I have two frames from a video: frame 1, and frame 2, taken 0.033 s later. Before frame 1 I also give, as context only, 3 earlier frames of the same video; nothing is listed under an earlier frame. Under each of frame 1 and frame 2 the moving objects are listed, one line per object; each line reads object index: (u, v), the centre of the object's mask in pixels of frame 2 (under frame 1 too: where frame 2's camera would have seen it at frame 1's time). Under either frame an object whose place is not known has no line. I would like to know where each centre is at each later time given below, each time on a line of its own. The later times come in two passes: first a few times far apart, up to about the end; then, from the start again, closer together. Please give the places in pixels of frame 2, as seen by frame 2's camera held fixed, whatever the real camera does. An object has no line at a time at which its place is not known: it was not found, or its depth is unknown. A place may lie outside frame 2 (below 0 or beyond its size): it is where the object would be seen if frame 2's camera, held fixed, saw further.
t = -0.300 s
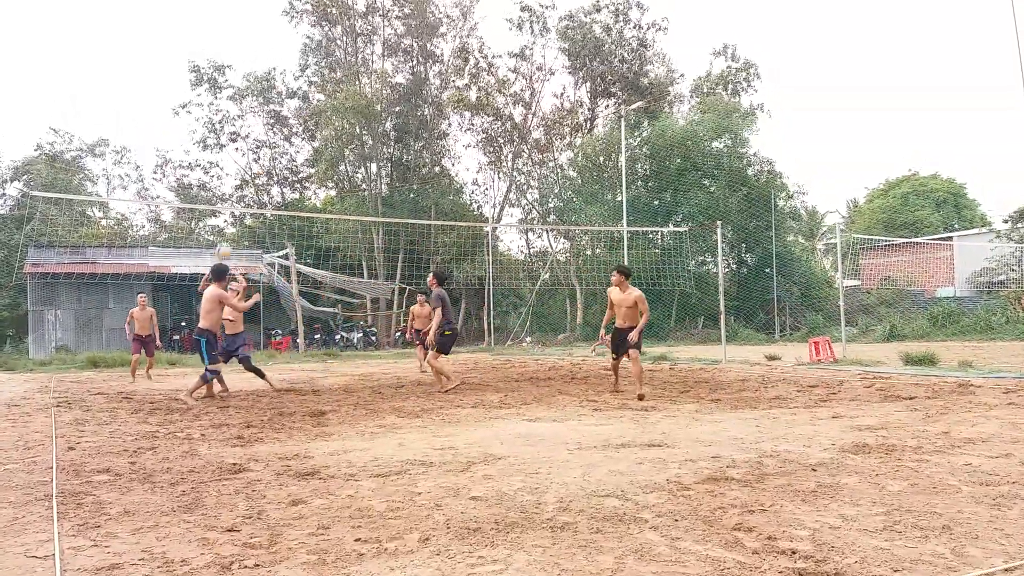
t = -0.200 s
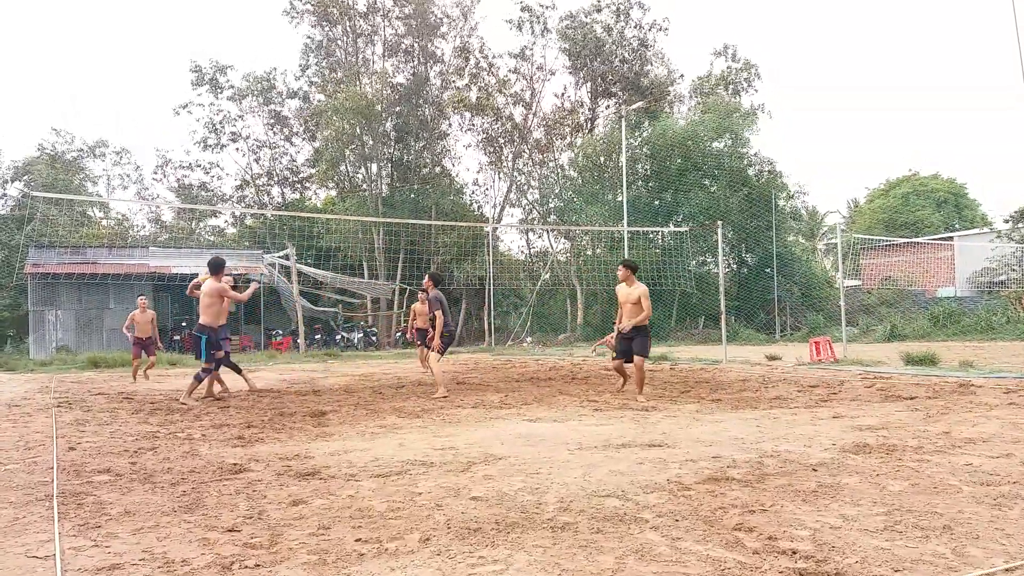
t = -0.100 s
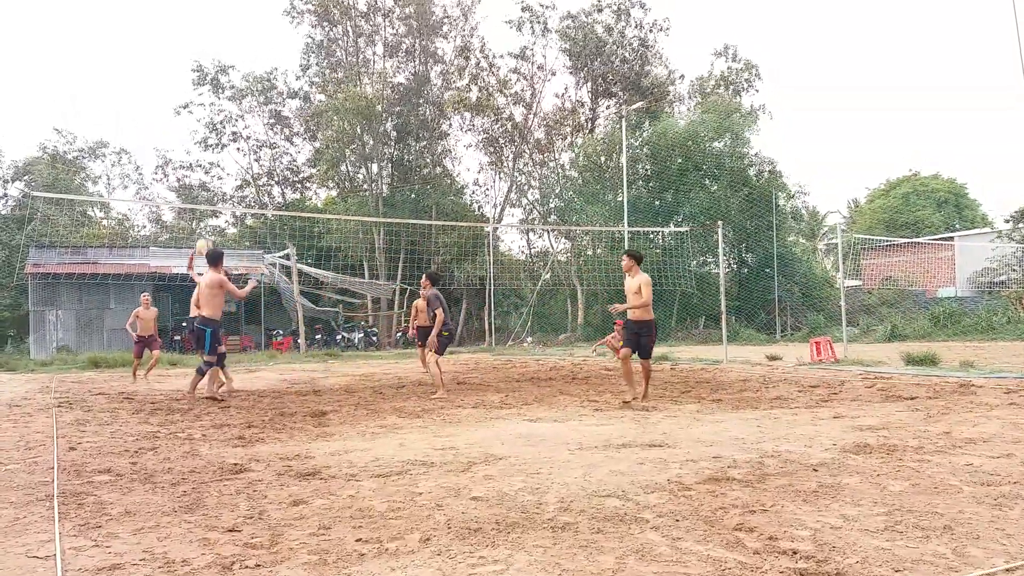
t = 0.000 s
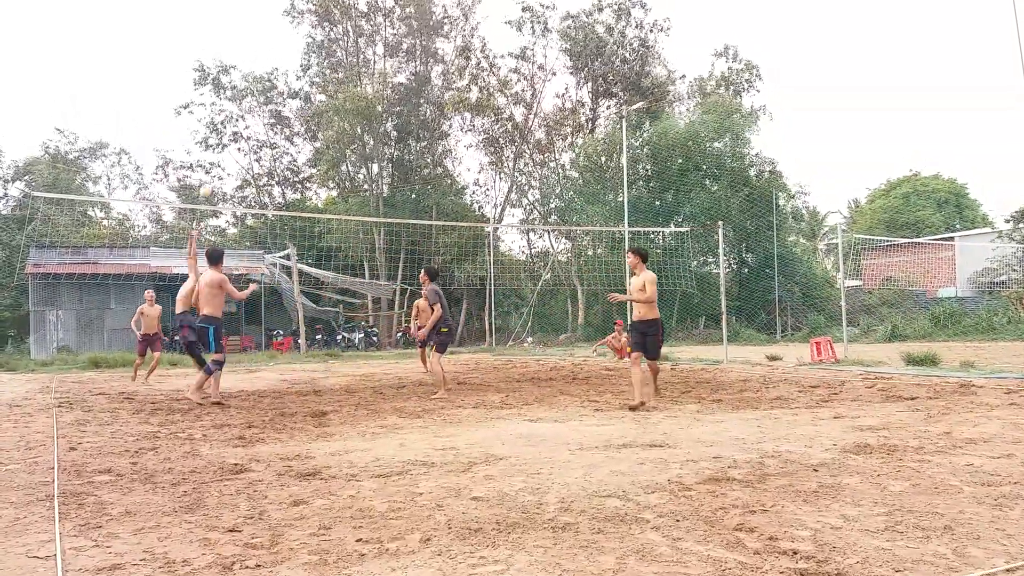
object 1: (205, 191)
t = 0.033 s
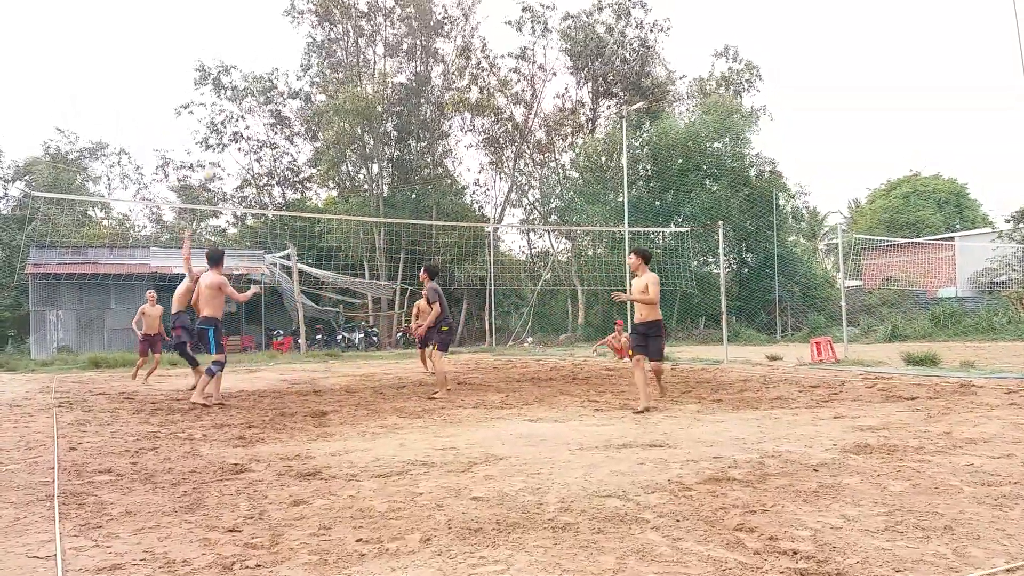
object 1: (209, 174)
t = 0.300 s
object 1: (218, 71)
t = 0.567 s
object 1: (228, 26)
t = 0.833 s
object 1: (238, 29)
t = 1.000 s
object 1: (242, 55)
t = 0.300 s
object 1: (218, 71)
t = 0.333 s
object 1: (220, 65)
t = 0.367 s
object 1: (222, 57)
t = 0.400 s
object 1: (223, 50)
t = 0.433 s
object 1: (224, 43)
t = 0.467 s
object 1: (225, 38)
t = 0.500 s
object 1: (226, 33)
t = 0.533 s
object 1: (227, 29)
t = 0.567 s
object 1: (228, 26)
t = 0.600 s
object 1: (230, 23)
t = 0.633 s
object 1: (231, 22)
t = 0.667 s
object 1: (232, 21)
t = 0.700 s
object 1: (233, 21)
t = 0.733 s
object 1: (234, 22)
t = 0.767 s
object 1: (235, 23)
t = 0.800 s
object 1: (236, 26)
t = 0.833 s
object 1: (238, 29)
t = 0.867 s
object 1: (239, 32)
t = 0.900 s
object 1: (239, 37)
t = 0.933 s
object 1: (241, 42)
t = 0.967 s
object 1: (241, 48)
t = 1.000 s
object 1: (242, 55)
